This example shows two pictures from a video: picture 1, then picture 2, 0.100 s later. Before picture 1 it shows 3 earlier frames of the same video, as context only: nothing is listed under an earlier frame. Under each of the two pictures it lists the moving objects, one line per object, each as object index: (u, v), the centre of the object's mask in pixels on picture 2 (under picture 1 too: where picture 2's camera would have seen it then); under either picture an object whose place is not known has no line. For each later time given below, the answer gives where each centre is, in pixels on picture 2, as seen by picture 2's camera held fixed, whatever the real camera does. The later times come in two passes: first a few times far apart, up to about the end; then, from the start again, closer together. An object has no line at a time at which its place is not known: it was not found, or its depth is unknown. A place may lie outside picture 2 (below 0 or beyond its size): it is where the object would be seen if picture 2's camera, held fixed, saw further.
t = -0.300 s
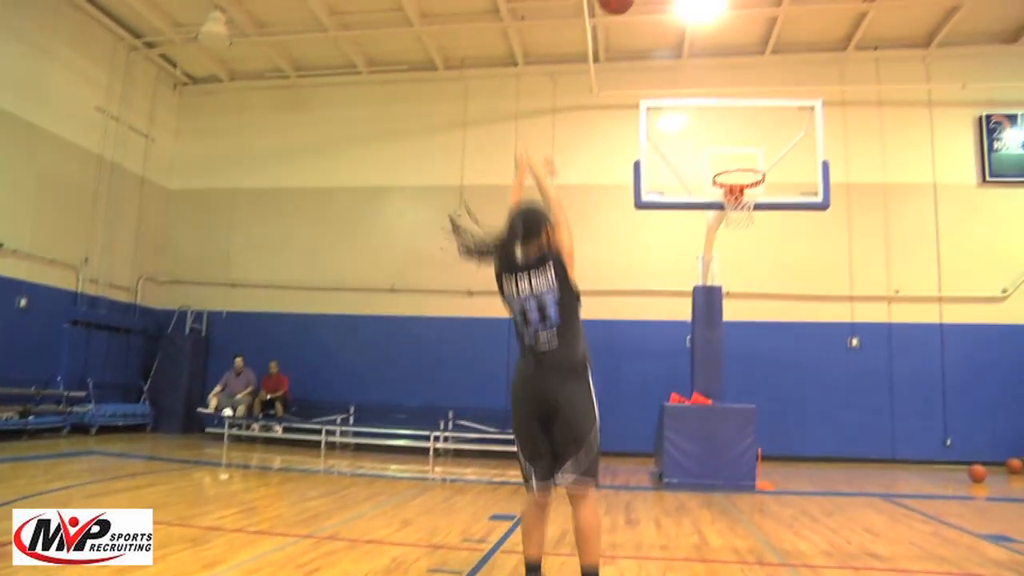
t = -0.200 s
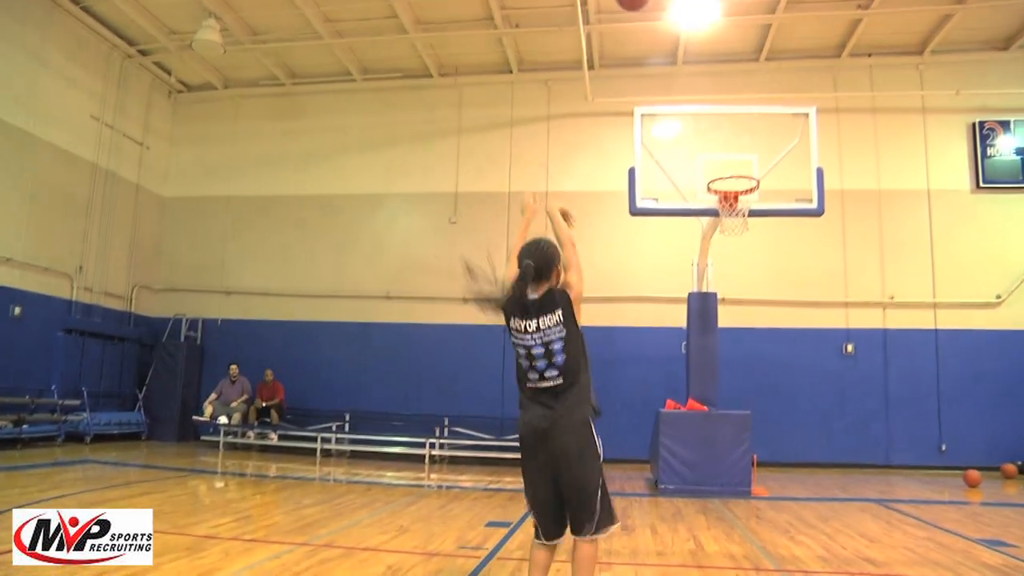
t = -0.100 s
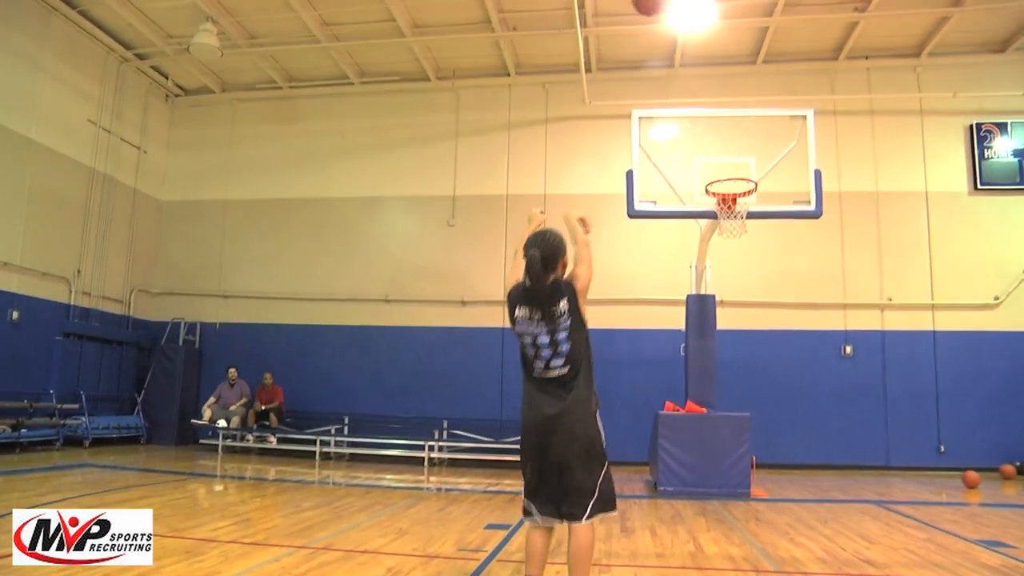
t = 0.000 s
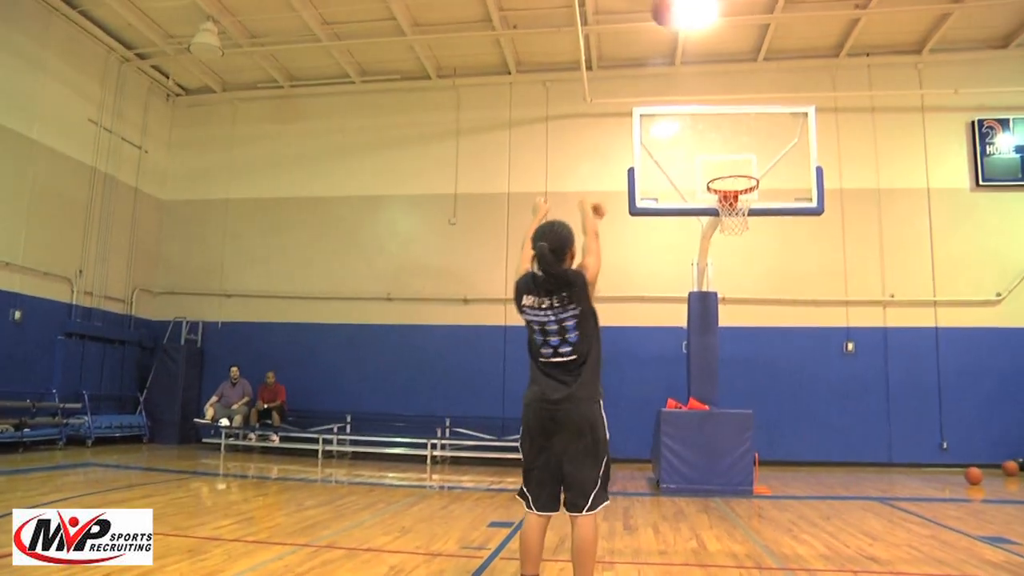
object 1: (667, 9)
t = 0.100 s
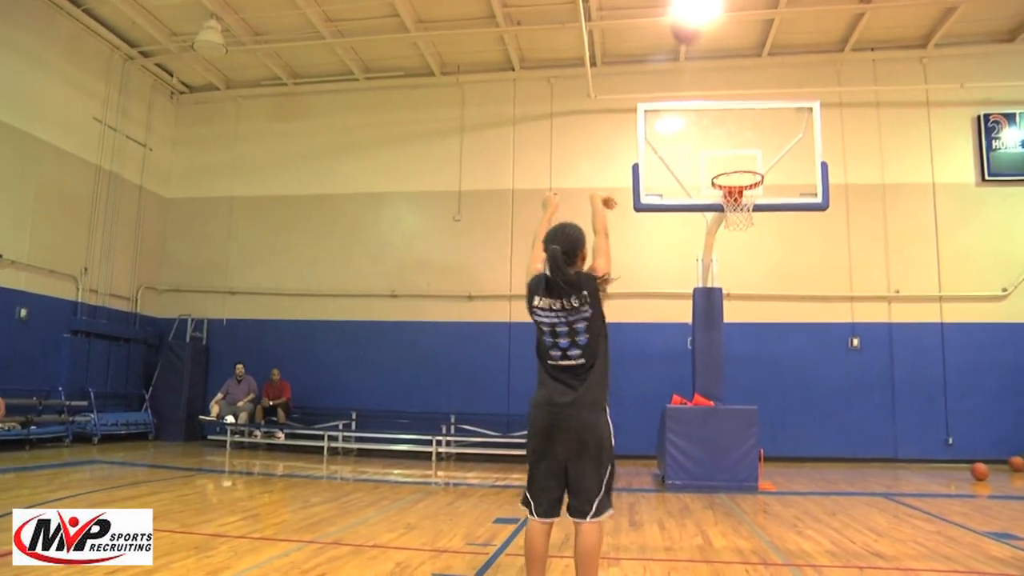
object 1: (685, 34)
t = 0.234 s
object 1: (706, 73)
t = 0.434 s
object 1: (730, 161)
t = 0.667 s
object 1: (744, 220)
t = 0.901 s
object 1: (751, 281)
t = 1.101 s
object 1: (762, 378)
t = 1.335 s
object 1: (768, 466)
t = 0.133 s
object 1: (690, 41)
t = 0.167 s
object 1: (696, 52)
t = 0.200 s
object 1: (700, 60)
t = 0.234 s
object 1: (706, 73)
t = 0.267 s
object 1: (709, 86)
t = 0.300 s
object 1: (713, 100)
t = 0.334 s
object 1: (719, 116)
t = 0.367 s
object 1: (722, 131)
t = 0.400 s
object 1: (726, 145)
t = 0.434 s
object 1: (730, 161)
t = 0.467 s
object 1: (734, 187)
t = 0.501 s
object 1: (740, 196)
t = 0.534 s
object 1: (741, 208)
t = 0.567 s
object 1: (741, 212)
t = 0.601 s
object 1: (742, 213)
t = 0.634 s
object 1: (742, 216)
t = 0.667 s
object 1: (744, 220)
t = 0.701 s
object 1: (745, 225)
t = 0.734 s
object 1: (746, 231)
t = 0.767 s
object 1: (747, 238)
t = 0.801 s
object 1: (748, 247)
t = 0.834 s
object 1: (749, 257)
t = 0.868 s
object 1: (750, 268)
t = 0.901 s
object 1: (751, 281)
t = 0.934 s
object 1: (751, 297)
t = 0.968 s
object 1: (756, 306)
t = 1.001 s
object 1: (758, 322)
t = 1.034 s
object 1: (760, 338)
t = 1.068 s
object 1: (761, 357)
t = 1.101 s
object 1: (762, 378)
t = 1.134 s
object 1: (755, 411)
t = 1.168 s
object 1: (763, 424)
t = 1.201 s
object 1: (764, 446)
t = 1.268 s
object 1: (763, 502)
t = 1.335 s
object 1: (768, 466)
